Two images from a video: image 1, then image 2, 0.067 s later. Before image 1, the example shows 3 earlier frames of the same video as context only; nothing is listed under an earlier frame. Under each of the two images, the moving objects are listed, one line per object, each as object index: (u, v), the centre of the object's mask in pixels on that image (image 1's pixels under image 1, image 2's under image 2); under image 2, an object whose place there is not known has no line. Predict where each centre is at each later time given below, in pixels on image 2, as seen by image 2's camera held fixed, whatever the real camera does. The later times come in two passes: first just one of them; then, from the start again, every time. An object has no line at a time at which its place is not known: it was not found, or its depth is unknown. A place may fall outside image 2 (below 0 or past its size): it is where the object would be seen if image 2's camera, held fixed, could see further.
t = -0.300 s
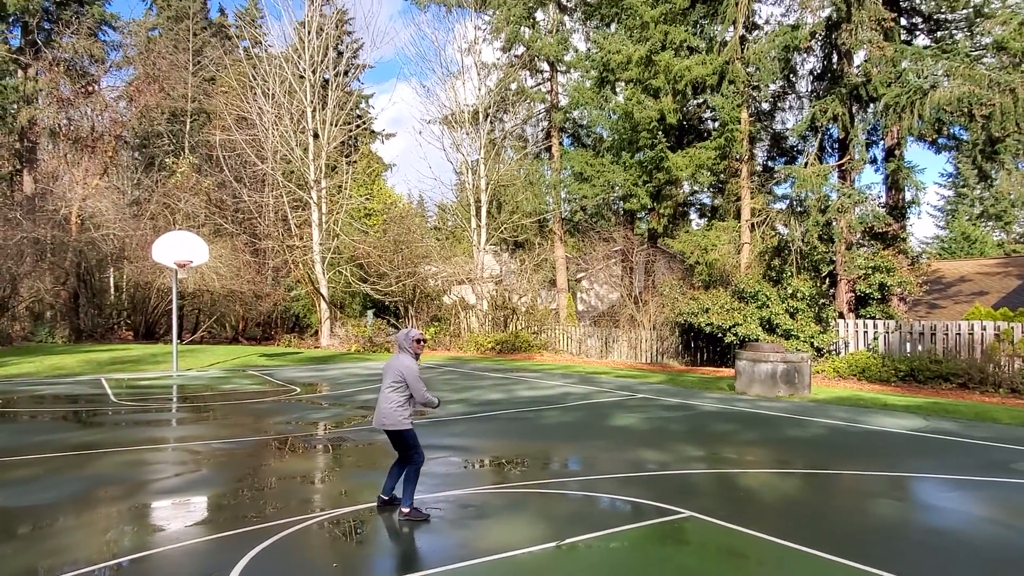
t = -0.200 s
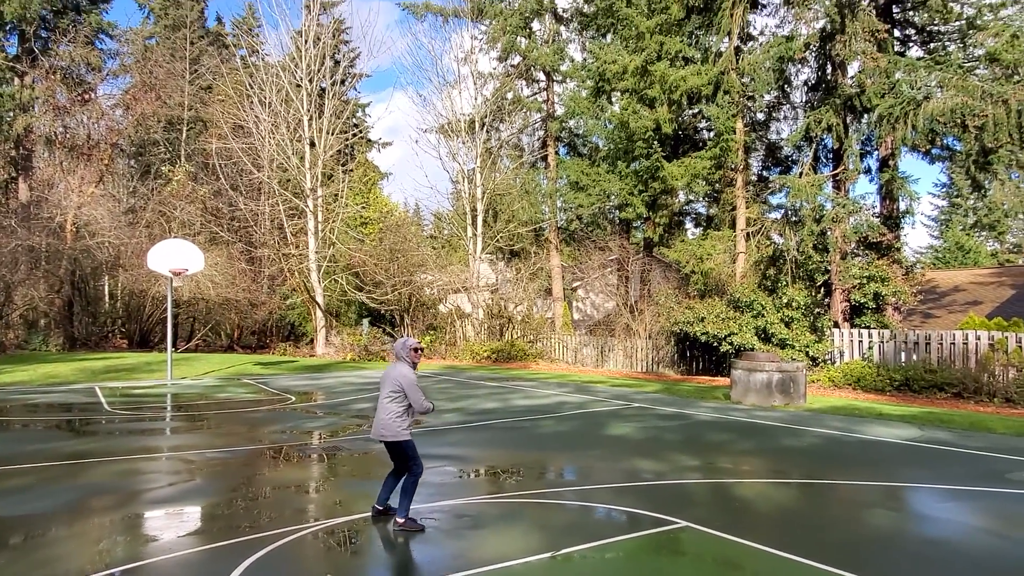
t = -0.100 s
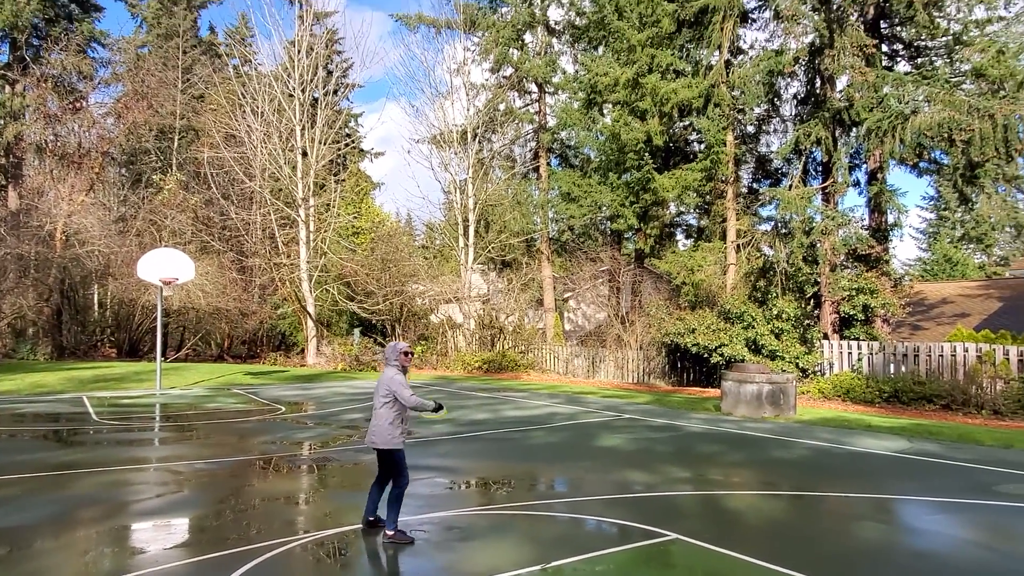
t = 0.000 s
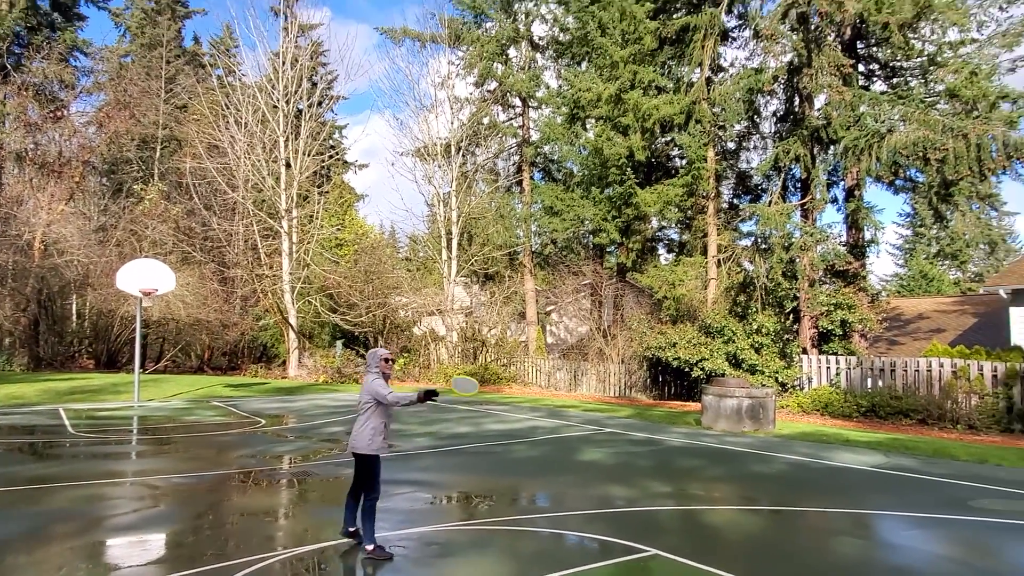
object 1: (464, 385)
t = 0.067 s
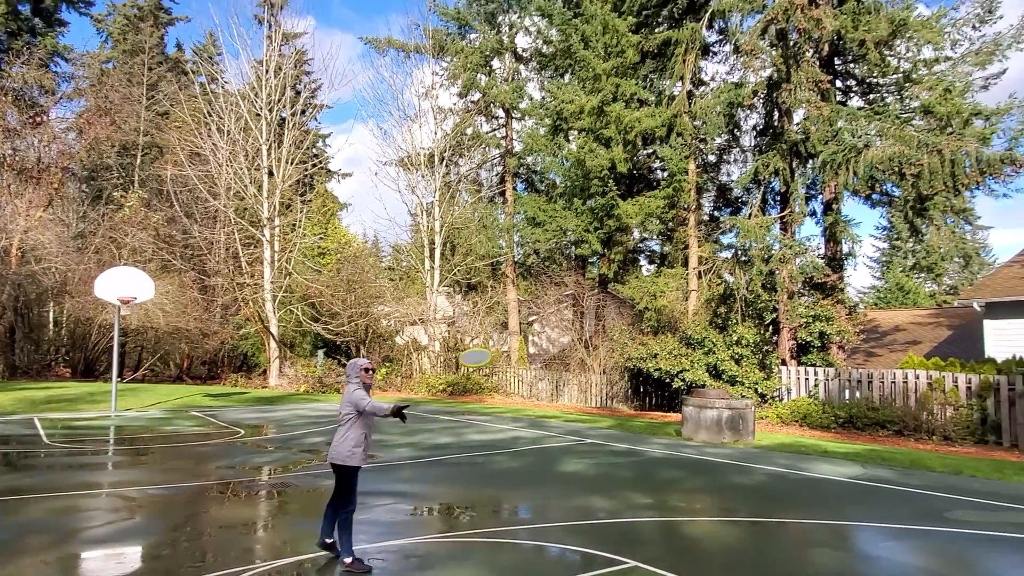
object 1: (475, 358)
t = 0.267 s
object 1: (593, 224)
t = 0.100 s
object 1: (491, 338)
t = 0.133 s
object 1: (508, 317)
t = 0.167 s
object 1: (527, 295)
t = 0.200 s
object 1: (547, 272)
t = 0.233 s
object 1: (570, 249)
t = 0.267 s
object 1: (593, 224)
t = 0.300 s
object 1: (619, 199)
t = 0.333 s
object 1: (647, 171)
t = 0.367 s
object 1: (677, 142)
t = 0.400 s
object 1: (711, 112)
